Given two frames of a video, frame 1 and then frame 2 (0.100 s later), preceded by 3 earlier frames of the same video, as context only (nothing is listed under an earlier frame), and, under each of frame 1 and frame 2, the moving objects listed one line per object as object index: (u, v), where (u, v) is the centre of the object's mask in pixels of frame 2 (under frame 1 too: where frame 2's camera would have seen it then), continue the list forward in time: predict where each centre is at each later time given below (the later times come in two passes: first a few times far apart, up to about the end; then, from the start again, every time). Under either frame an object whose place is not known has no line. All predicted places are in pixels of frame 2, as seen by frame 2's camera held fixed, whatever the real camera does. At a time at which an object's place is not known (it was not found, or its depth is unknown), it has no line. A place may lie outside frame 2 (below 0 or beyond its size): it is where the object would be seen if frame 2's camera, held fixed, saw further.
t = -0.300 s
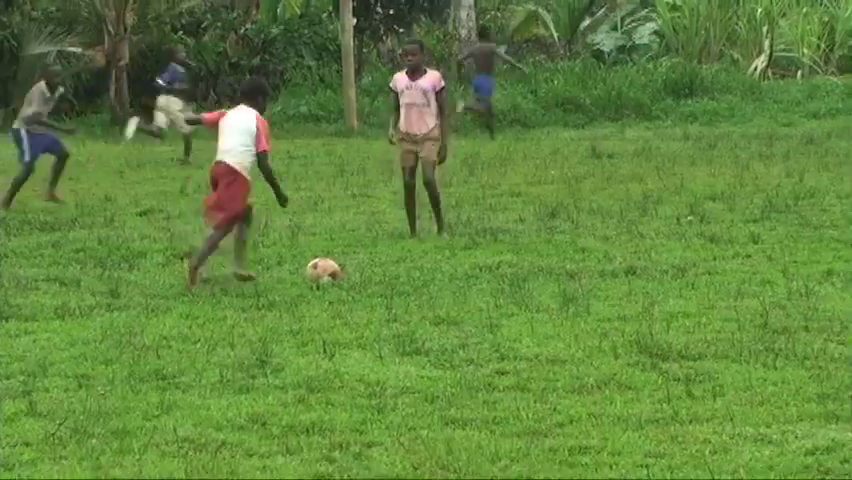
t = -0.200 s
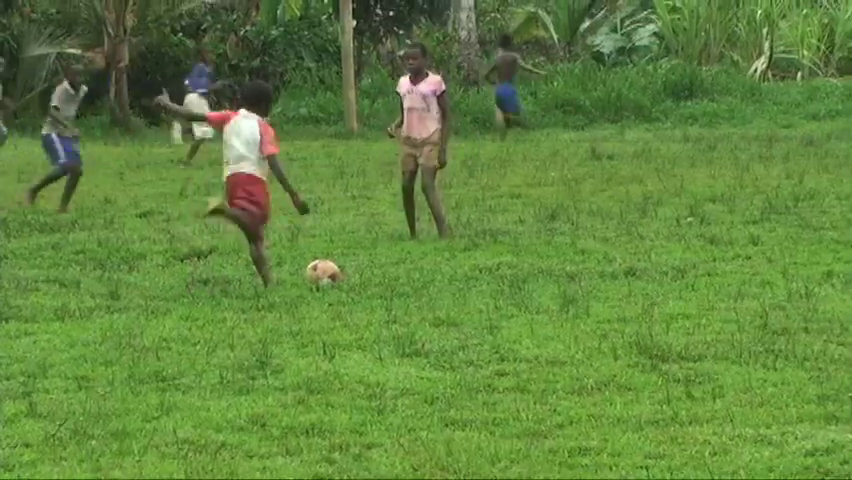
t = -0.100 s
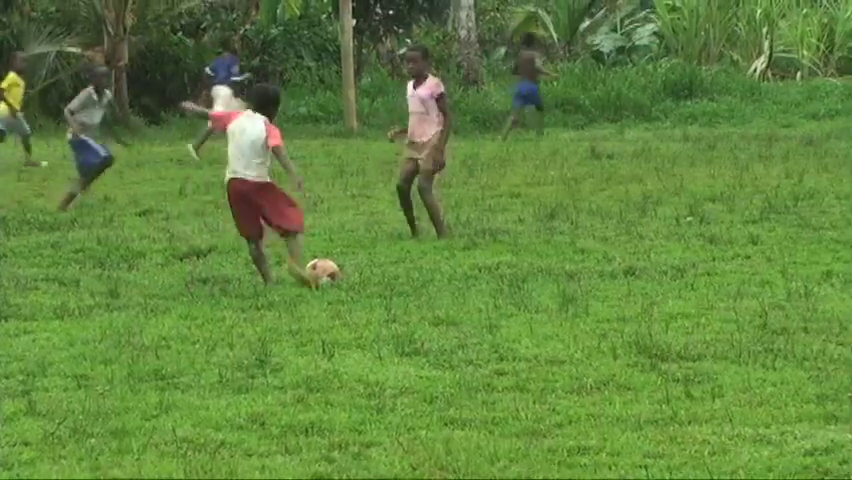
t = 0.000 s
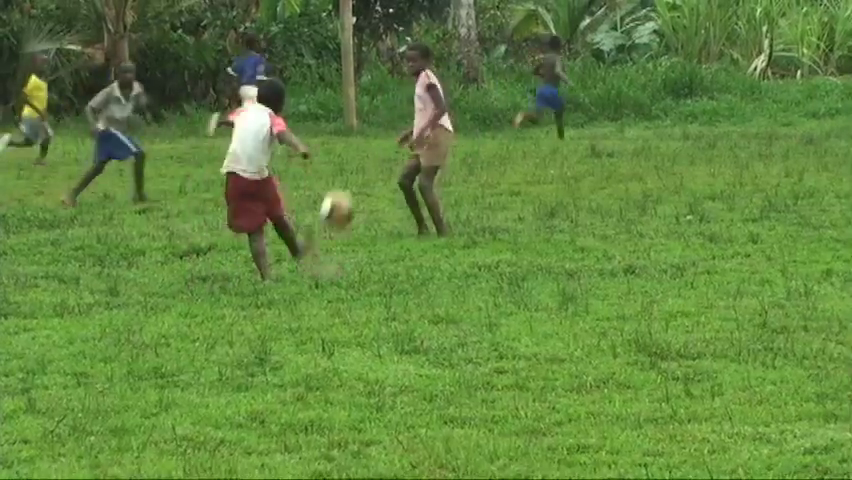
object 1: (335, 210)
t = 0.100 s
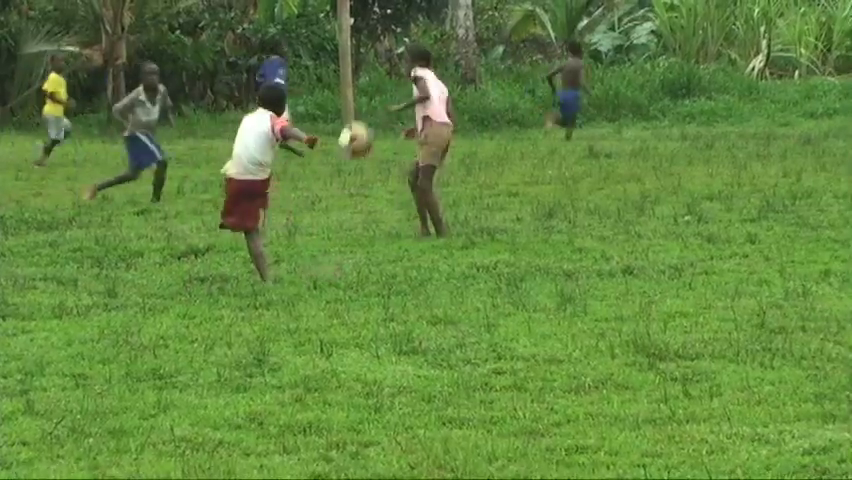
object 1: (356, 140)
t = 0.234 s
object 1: (381, 74)
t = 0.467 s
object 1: (415, 22)
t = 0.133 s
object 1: (361, 120)
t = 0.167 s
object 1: (367, 103)
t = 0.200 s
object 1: (374, 87)
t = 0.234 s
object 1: (381, 74)
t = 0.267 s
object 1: (385, 62)
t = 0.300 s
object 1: (391, 53)
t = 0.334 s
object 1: (396, 43)
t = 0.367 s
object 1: (401, 36)
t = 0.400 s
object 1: (405, 31)
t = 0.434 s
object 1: (411, 24)
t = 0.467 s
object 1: (415, 22)
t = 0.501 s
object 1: (419, 22)
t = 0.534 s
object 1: (424, 22)
